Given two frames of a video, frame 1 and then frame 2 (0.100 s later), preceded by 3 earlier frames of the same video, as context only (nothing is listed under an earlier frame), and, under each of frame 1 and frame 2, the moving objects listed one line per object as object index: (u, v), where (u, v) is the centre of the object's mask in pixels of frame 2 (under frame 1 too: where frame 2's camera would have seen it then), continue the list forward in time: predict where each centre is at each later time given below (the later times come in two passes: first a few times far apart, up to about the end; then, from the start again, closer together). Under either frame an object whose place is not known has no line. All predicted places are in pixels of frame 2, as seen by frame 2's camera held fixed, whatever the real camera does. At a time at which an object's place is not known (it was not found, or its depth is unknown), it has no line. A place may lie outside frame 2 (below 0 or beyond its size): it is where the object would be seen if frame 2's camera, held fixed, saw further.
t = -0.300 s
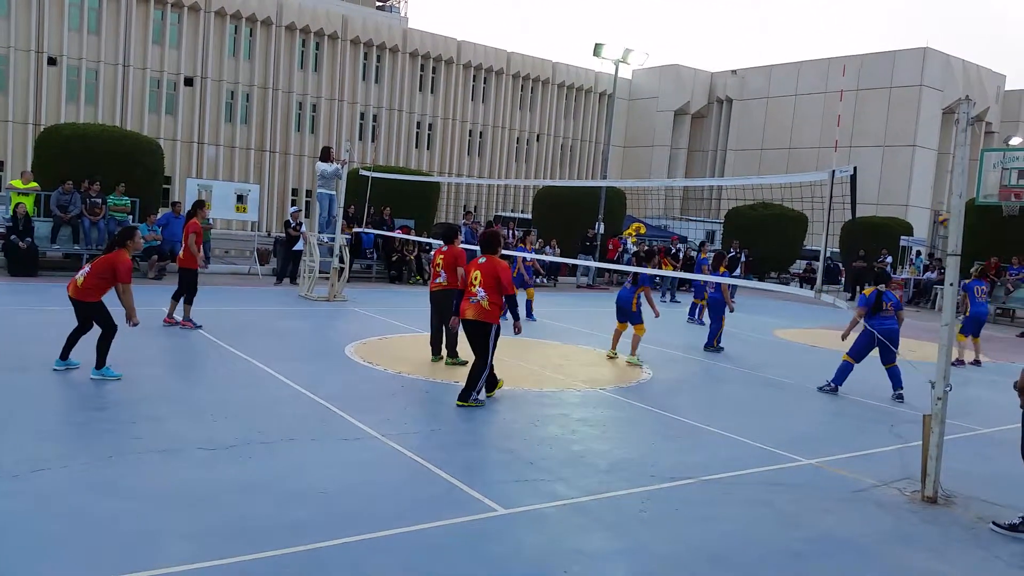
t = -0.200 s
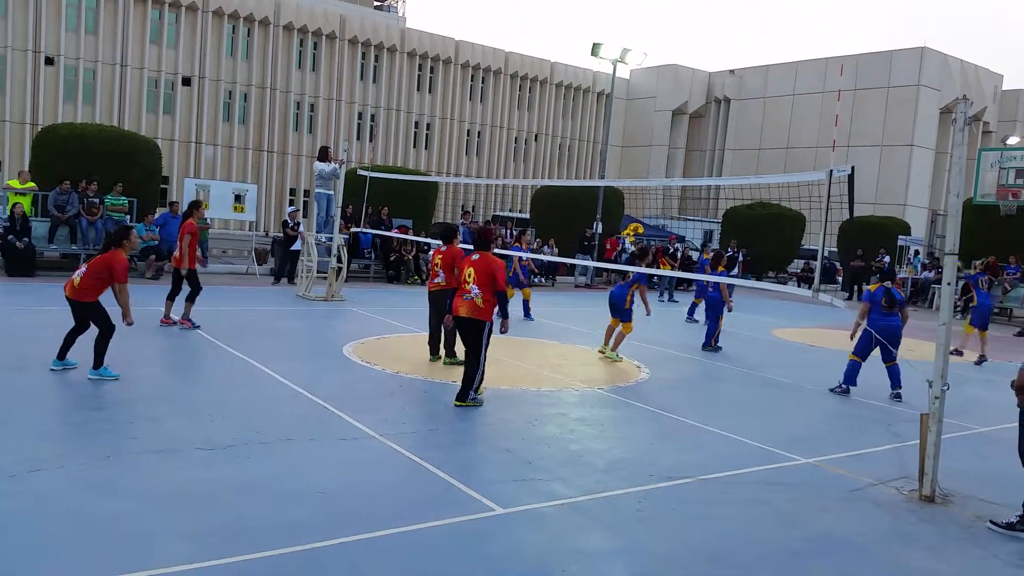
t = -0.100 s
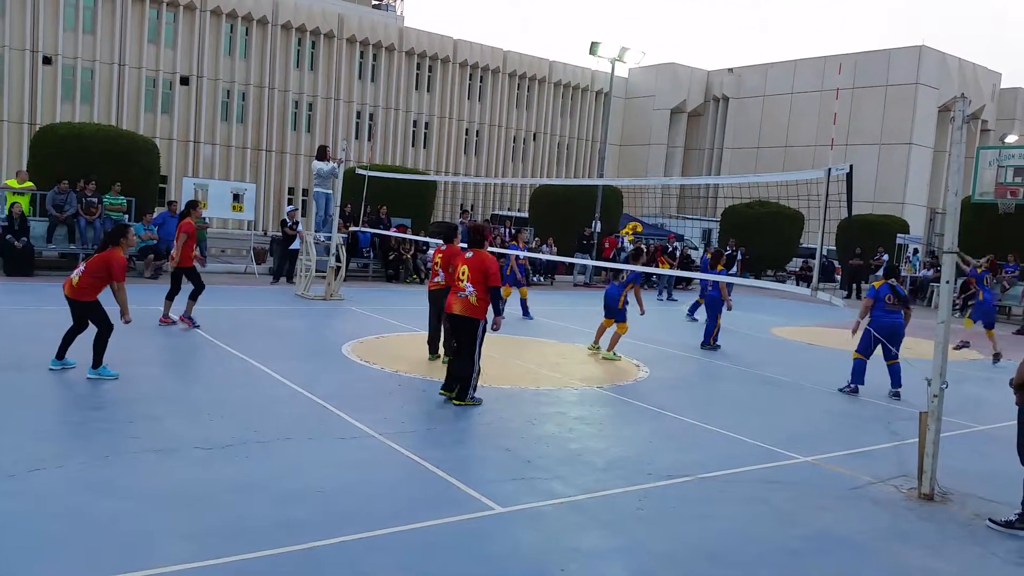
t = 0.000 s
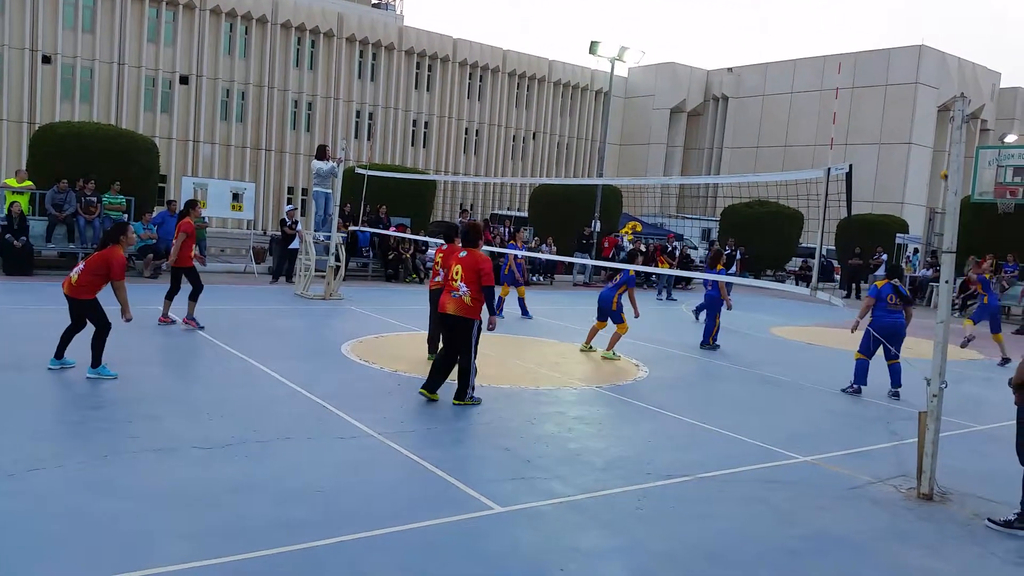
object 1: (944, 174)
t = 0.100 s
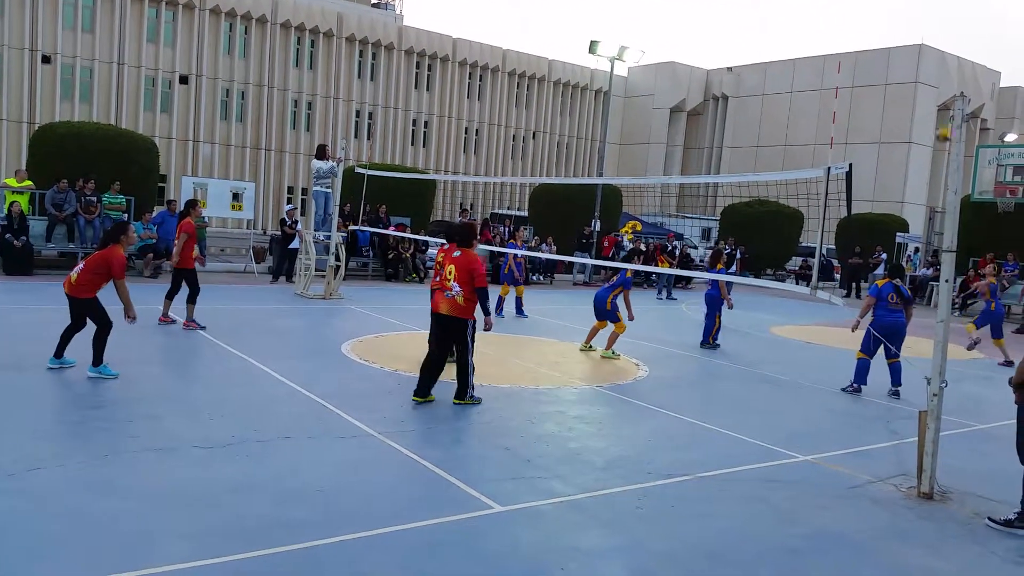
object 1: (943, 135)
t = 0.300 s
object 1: (934, 73)
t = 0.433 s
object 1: (923, 45)
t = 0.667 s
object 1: (900, 25)
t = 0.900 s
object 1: (872, 47)
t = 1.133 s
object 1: (840, 117)
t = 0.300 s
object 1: (934, 73)
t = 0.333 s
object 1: (929, 66)
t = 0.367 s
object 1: (928, 58)
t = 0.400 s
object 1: (925, 51)
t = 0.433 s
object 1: (923, 45)
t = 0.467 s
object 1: (920, 39)
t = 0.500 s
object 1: (917, 35)
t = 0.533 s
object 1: (914, 31)
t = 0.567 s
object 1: (911, 28)
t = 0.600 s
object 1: (907, 26)
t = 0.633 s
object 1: (904, 25)
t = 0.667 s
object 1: (900, 25)
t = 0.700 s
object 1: (896, 26)
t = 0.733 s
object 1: (892, 27)
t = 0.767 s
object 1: (888, 29)
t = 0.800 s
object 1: (884, 32)
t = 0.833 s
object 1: (880, 36)
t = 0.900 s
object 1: (872, 47)
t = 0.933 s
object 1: (867, 54)
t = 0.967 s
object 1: (863, 61)
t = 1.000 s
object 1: (858, 70)
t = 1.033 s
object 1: (854, 81)
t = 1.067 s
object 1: (848, 91)
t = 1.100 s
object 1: (844, 103)
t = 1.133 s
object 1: (840, 117)
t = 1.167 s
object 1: (834, 132)
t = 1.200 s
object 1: (827, 146)
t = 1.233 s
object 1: (820, 161)
